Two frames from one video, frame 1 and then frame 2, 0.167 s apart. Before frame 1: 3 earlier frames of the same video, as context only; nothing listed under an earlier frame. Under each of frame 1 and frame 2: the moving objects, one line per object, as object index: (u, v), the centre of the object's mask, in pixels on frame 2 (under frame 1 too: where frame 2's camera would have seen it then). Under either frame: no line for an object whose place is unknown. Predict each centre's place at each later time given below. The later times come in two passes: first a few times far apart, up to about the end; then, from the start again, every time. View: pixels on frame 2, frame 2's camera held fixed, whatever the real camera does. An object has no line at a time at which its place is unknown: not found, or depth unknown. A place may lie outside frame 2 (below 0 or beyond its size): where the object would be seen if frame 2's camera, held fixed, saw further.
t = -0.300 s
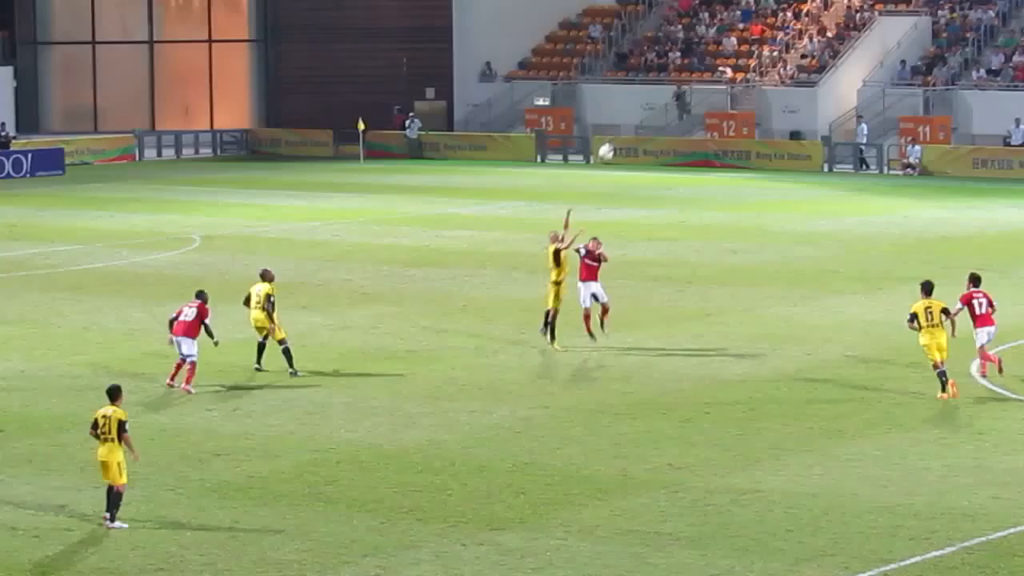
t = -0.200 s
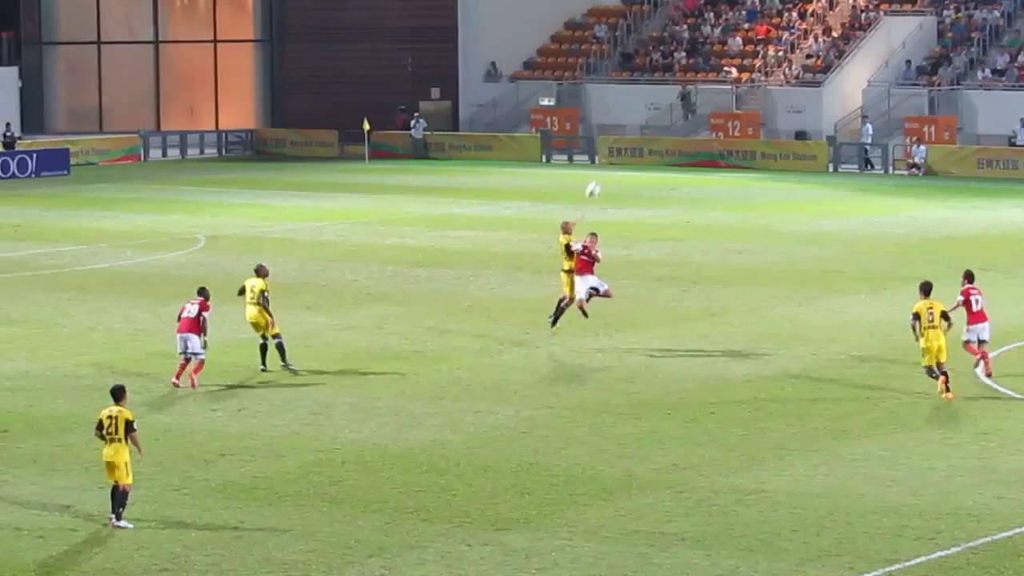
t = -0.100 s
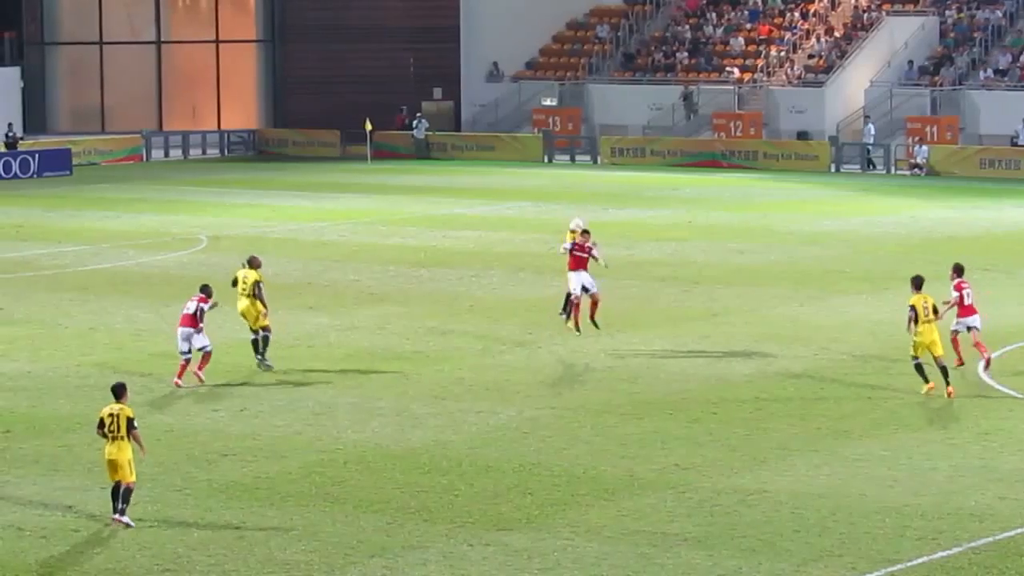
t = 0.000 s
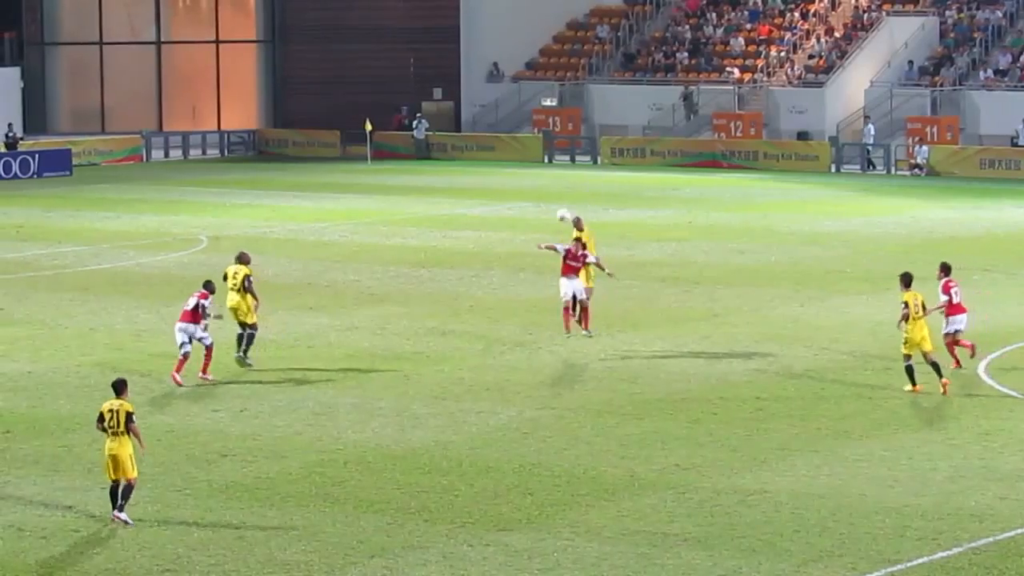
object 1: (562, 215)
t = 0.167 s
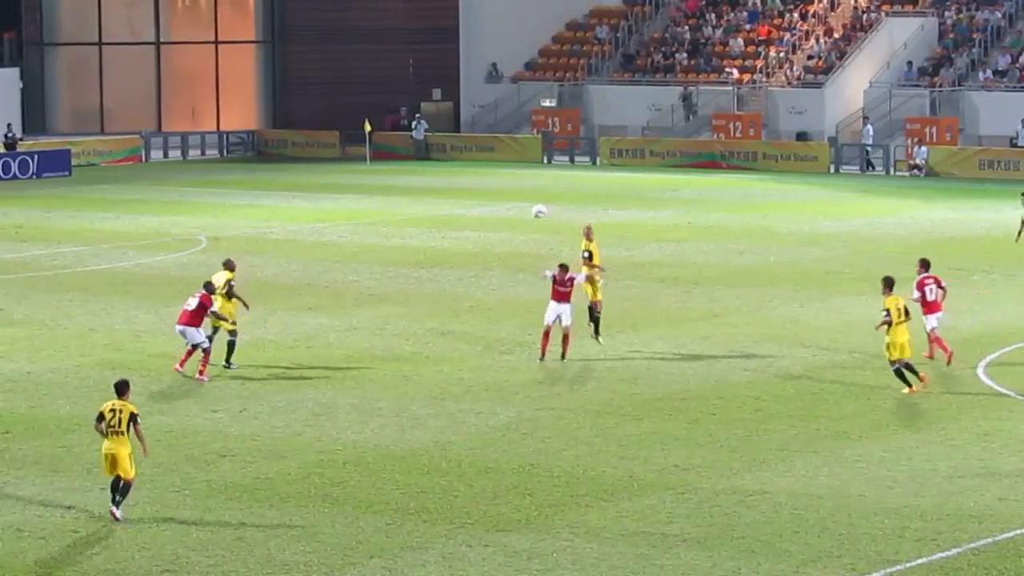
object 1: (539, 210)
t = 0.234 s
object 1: (530, 212)
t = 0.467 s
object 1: (491, 245)
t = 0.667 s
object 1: (454, 304)
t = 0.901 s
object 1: (407, 414)
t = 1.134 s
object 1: (362, 391)
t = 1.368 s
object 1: (316, 369)
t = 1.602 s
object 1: (270, 386)
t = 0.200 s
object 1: (534, 211)
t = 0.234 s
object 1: (530, 212)
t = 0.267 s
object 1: (524, 215)
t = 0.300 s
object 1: (518, 218)
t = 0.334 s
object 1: (513, 223)
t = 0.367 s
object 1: (508, 226)
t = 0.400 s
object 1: (501, 232)
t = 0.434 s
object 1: (496, 238)
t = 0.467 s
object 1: (491, 245)
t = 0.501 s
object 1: (485, 253)
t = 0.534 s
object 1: (478, 261)
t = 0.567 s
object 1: (472, 271)
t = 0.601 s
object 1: (467, 281)
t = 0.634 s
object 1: (461, 293)
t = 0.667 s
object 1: (454, 304)
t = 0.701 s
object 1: (447, 316)
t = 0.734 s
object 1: (441, 330)
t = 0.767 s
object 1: (435, 346)
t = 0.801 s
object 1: (428, 360)
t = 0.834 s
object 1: (421, 376)
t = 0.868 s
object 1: (414, 395)
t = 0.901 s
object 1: (407, 414)
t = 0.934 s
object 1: (400, 433)
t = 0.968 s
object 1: (393, 431)
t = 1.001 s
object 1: (387, 420)
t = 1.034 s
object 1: (381, 412)
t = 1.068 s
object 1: (375, 404)
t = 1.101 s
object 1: (368, 396)
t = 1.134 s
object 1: (362, 391)
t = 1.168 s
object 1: (355, 385)
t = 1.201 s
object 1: (349, 380)
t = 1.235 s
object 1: (343, 377)
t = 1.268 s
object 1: (336, 373)
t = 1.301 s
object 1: (330, 371)
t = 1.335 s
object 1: (323, 370)
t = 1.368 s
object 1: (316, 369)
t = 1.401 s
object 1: (311, 368)
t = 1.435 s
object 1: (303, 370)
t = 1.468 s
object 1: (296, 371)
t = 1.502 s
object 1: (290, 374)
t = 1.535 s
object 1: (284, 377)
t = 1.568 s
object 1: (277, 382)
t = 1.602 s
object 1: (270, 386)
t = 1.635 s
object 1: (264, 393)
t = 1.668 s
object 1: (257, 400)
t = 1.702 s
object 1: (250, 408)
